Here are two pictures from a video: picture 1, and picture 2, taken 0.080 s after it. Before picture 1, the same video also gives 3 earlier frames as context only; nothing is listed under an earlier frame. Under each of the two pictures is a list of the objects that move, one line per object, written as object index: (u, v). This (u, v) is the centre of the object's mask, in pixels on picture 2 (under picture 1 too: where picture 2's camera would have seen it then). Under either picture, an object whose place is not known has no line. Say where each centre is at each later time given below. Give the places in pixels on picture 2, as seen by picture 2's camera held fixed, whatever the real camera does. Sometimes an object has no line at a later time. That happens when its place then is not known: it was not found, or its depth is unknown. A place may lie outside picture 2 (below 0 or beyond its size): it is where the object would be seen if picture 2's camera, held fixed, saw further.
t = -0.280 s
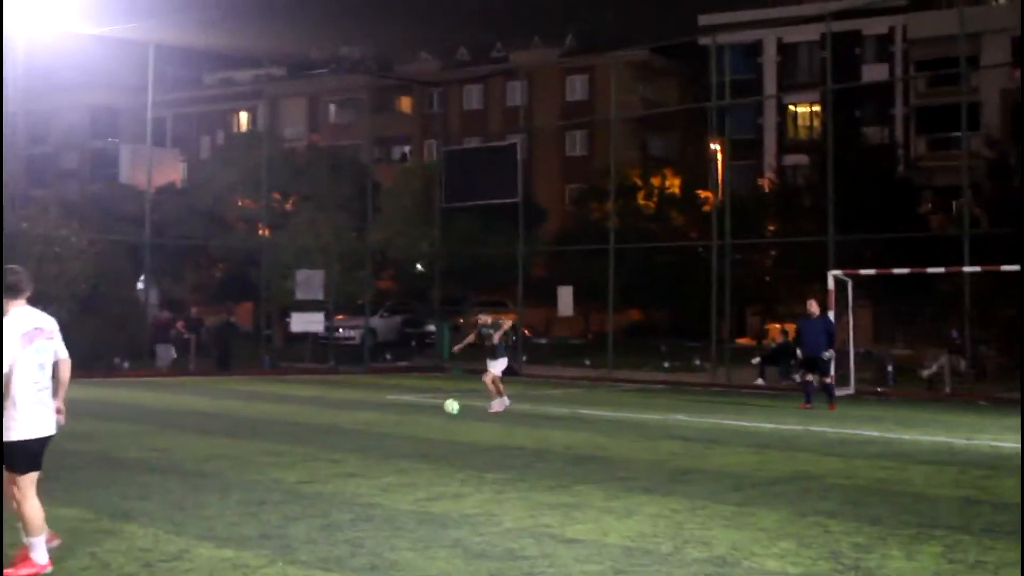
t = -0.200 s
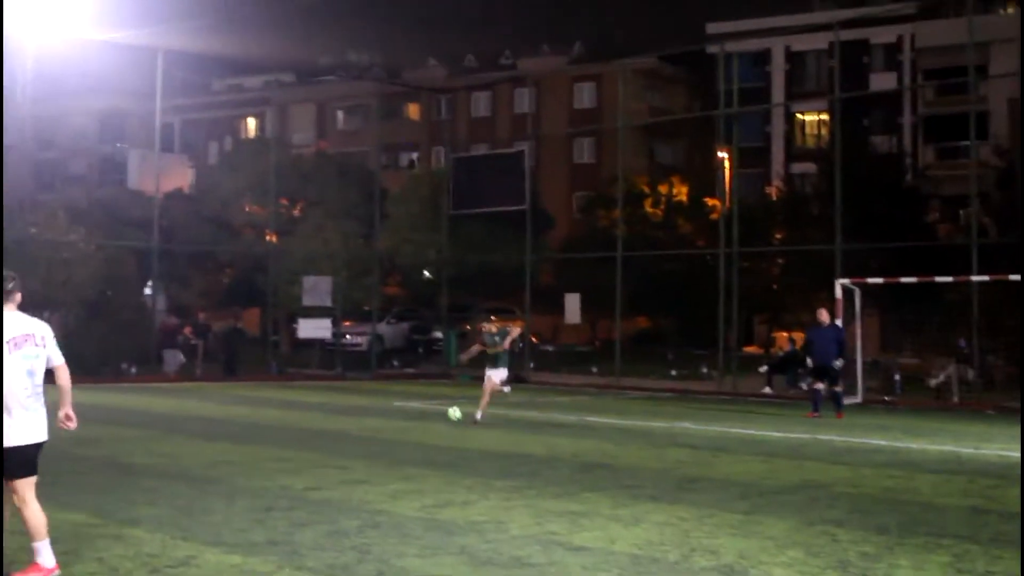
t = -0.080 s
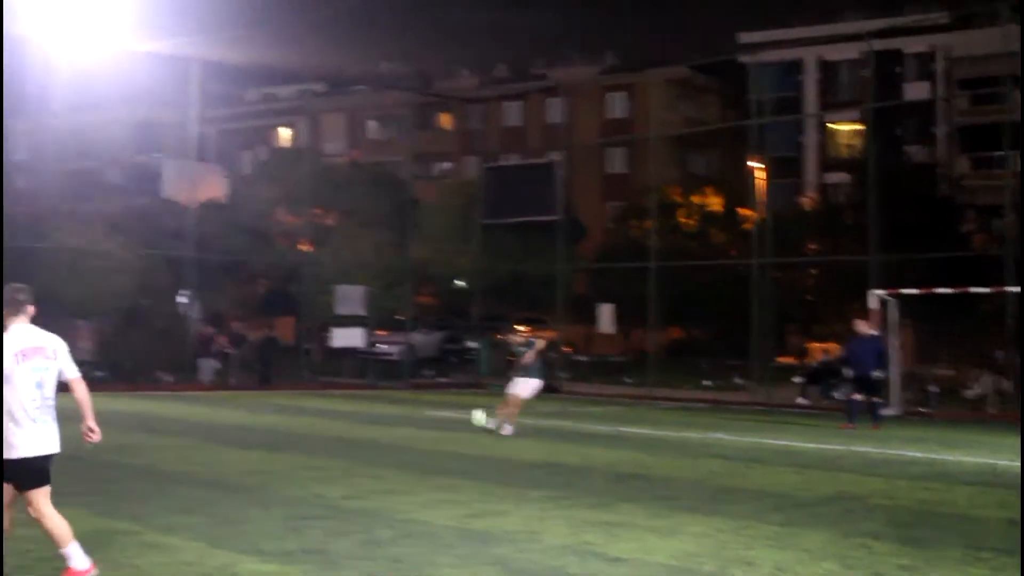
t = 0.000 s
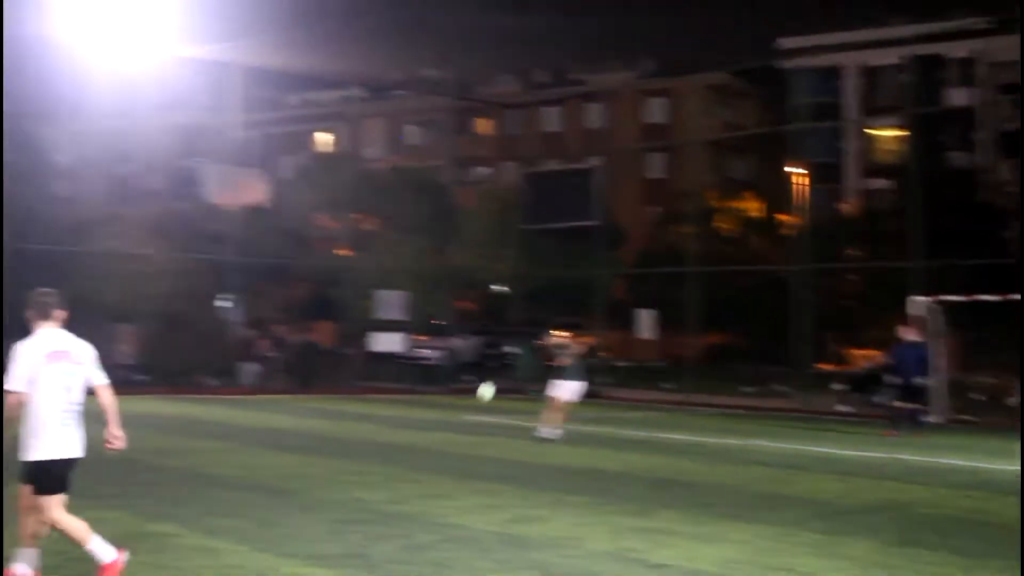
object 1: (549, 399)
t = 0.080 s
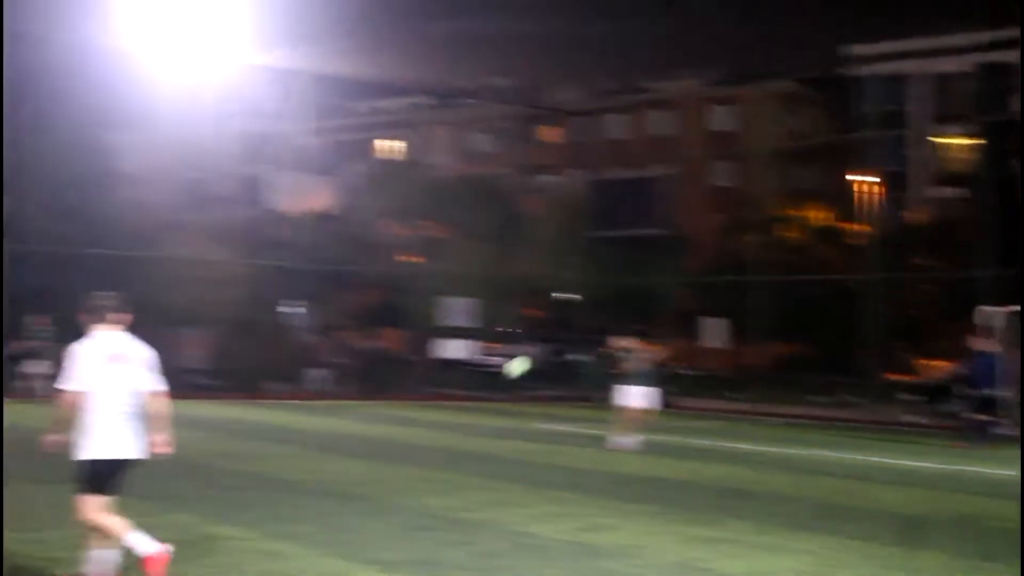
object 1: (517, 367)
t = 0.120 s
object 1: (501, 350)
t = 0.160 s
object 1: (484, 332)
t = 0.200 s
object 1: (462, 313)
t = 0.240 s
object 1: (441, 296)
